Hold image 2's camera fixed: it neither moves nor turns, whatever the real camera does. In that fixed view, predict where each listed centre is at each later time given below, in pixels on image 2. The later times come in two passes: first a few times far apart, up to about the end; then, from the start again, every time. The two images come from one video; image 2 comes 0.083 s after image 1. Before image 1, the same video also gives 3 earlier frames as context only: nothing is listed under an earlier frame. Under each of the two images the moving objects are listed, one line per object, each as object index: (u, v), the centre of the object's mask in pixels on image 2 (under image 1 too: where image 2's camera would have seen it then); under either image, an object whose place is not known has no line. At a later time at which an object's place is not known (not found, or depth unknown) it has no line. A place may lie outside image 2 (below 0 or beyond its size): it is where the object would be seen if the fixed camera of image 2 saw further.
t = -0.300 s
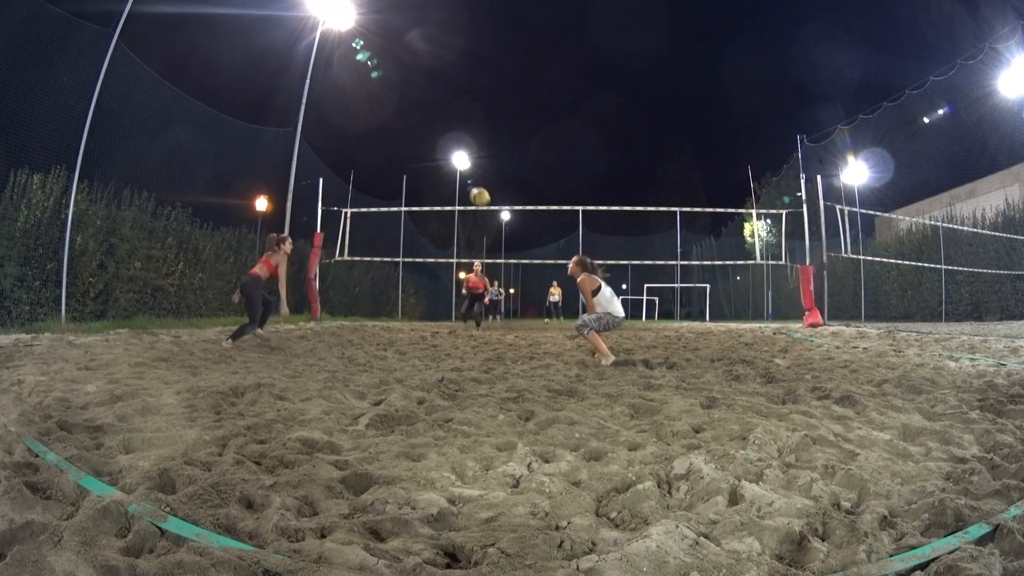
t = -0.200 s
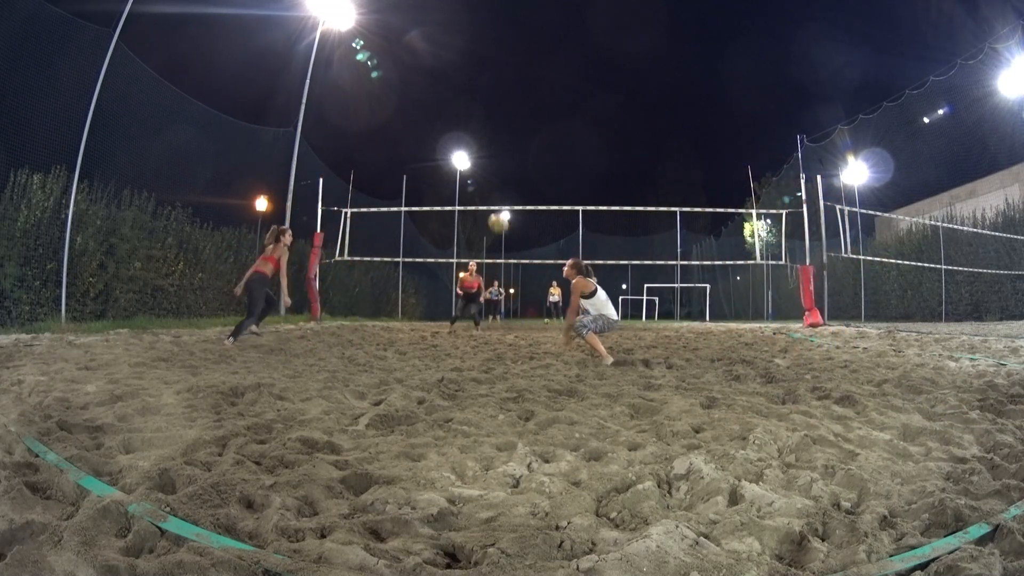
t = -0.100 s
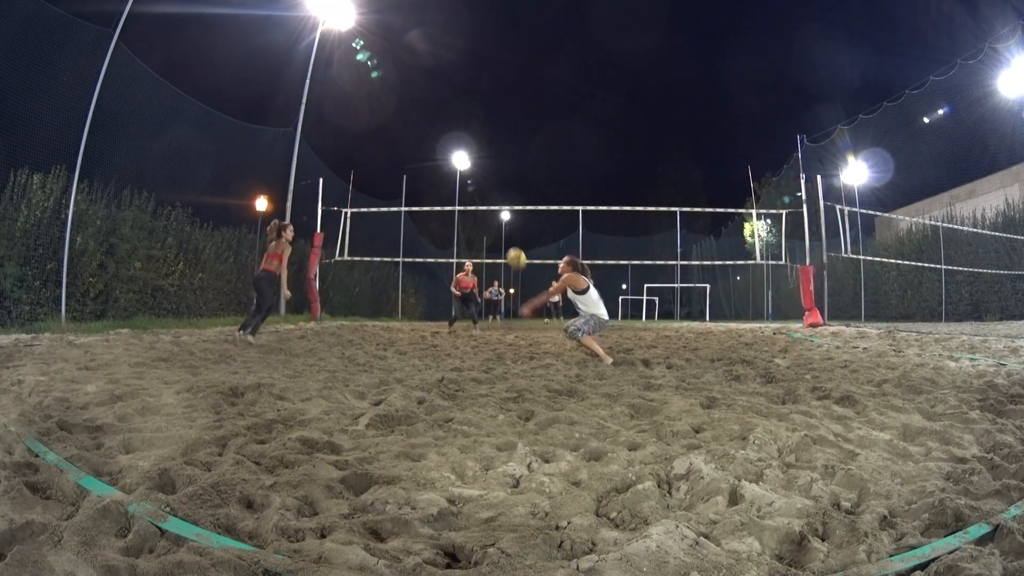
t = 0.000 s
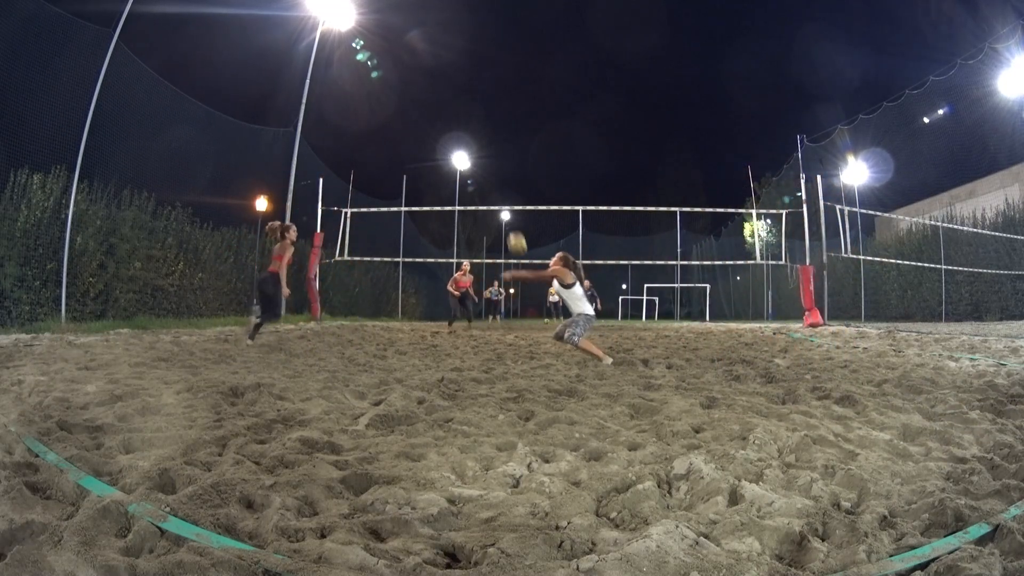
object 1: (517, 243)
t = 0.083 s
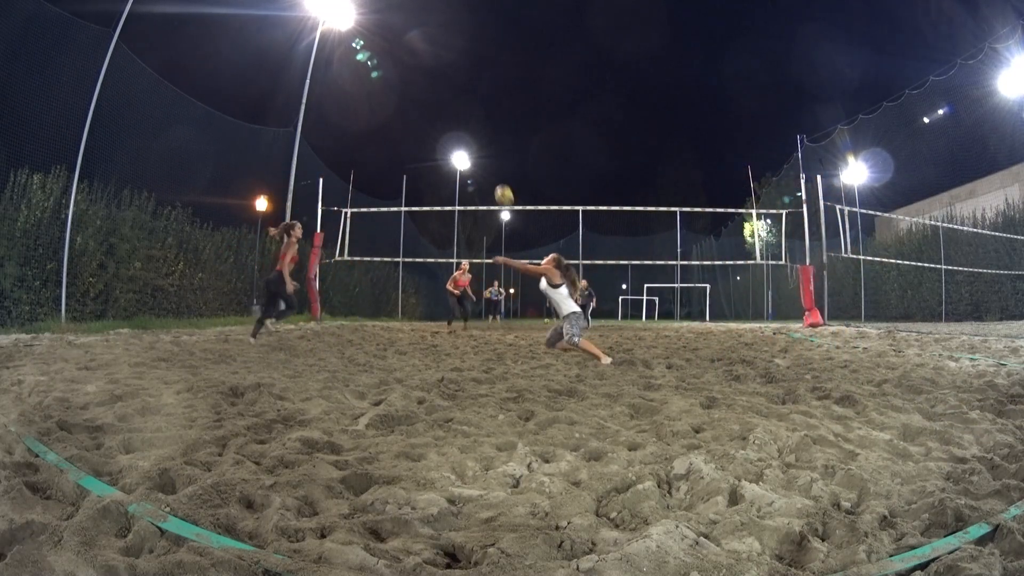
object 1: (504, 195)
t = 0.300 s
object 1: (475, 115)
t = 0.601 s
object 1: (445, 76)
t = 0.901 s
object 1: (419, 90)
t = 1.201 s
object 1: (391, 150)
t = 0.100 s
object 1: (501, 187)
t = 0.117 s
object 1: (499, 179)
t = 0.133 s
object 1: (497, 172)
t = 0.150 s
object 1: (494, 165)
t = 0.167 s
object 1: (492, 158)
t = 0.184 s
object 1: (490, 151)
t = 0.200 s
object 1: (488, 145)
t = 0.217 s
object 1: (485, 139)
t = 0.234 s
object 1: (483, 134)
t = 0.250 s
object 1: (481, 129)
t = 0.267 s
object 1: (479, 124)
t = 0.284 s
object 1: (477, 119)
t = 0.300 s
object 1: (475, 115)
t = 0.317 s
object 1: (473, 111)
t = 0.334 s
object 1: (472, 107)
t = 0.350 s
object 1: (470, 103)
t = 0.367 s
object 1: (468, 100)
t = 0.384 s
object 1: (466, 97)
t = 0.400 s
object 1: (464, 95)
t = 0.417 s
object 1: (463, 92)
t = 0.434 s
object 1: (461, 89)
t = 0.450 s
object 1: (460, 87)
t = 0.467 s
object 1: (458, 85)
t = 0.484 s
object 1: (456, 84)
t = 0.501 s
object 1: (455, 82)
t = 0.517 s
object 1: (453, 80)
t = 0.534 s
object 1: (452, 79)
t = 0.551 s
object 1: (450, 78)
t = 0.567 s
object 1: (449, 77)
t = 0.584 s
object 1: (447, 76)
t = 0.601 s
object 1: (445, 76)
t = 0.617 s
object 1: (444, 76)
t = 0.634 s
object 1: (442, 75)
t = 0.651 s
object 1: (441, 75)
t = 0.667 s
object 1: (439, 75)
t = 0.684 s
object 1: (438, 75)
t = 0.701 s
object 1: (436, 75)
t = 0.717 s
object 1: (435, 76)
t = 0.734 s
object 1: (434, 76)
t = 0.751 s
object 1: (432, 77)
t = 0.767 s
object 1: (430, 78)
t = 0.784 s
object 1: (429, 79)
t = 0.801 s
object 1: (428, 80)
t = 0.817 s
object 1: (426, 81)
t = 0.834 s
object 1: (425, 83)
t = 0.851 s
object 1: (423, 85)
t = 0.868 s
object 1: (422, 86)
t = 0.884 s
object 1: (420, 88)
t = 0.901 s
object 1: (419, 90)
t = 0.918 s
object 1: (417, 92)
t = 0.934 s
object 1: (416, 94)
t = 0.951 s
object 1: (414, 97)
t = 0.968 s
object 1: (413, 100)
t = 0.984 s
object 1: (411, 102)
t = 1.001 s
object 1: (410, 105)
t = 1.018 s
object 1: (408, 108)
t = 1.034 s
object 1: (407, 111)
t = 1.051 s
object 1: (405, 114)
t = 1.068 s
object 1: (403, 118)
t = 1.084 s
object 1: (402, 121)
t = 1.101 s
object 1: (400, 125)
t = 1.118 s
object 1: (399, 129)
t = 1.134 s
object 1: (397, 133)
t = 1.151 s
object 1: (396, 137)
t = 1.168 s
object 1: (394, 141)
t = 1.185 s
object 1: (393, 145)
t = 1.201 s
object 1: (391, 150)
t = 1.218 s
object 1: (390, 155)
